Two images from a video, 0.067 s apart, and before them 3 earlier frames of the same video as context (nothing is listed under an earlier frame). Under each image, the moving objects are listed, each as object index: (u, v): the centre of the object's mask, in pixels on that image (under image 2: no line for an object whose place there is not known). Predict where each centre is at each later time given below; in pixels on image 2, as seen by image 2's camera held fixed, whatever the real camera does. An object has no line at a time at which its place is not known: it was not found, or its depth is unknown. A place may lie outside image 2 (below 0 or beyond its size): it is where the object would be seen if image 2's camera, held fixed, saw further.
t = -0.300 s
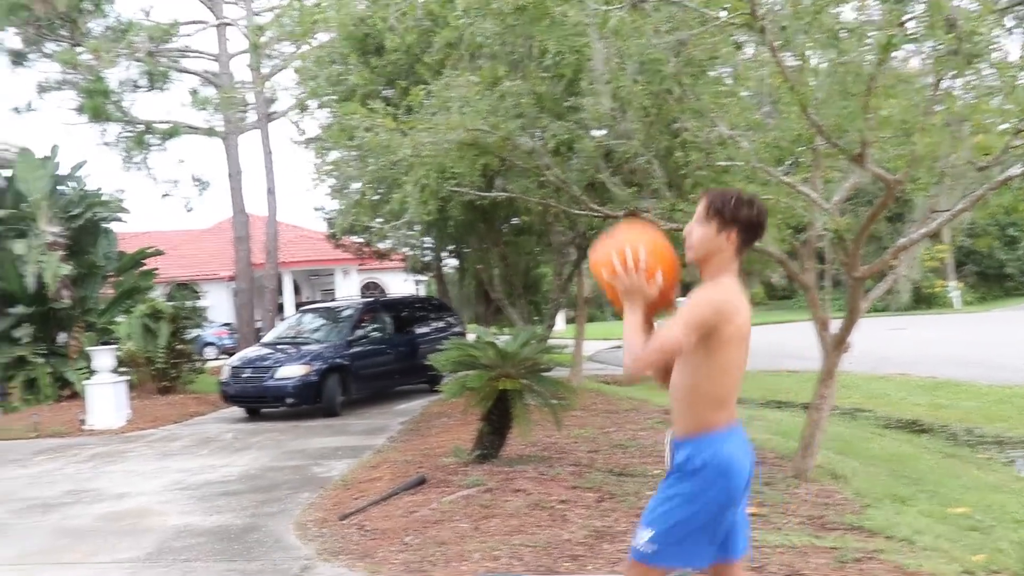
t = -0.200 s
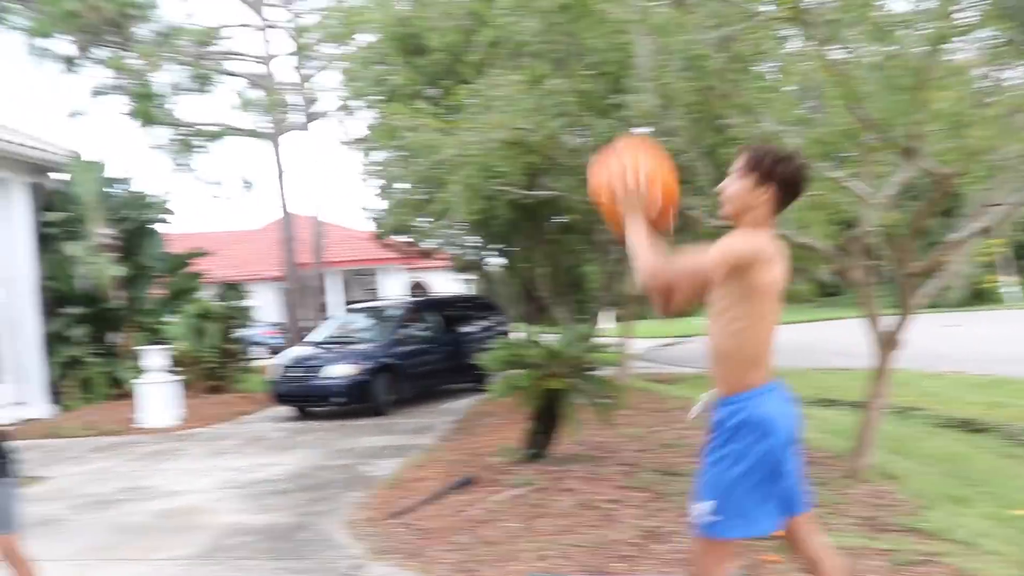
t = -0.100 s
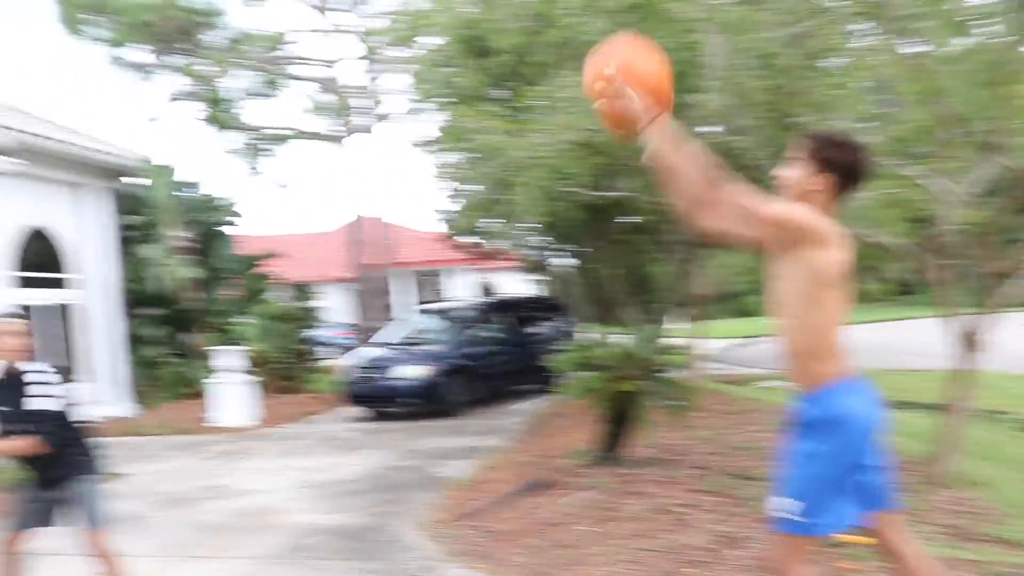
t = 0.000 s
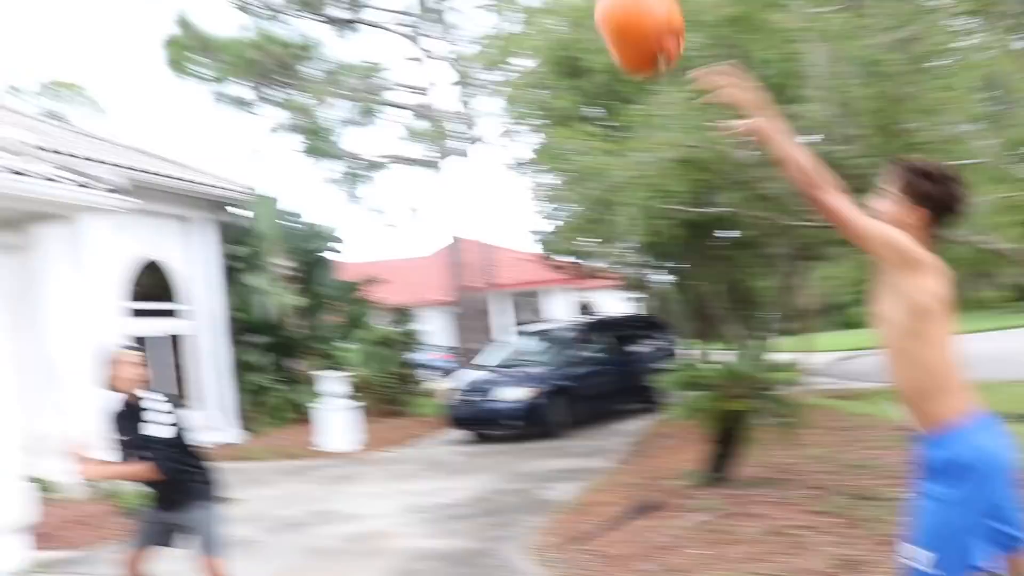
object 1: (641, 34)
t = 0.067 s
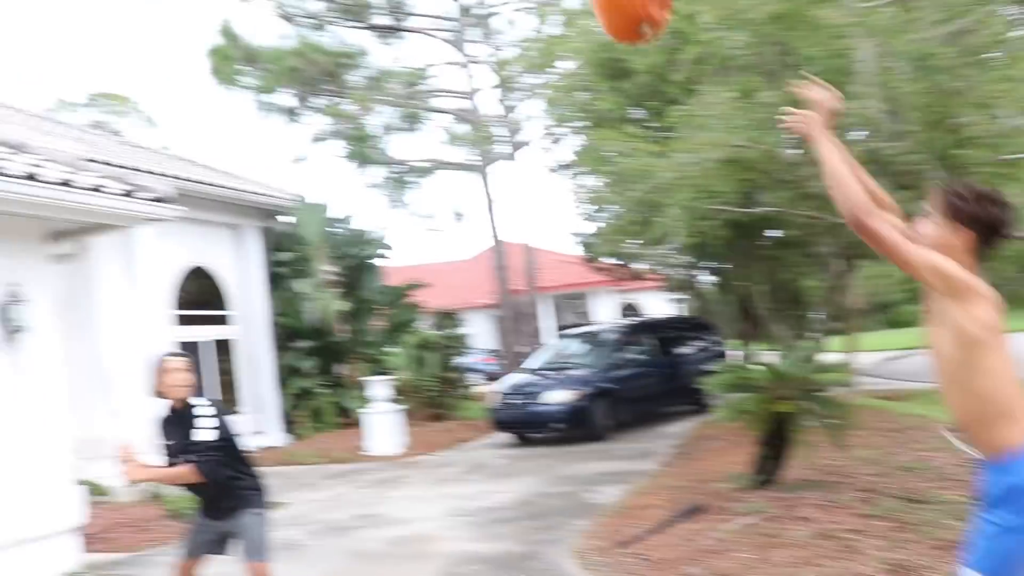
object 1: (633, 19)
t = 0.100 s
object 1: (605, 13)
